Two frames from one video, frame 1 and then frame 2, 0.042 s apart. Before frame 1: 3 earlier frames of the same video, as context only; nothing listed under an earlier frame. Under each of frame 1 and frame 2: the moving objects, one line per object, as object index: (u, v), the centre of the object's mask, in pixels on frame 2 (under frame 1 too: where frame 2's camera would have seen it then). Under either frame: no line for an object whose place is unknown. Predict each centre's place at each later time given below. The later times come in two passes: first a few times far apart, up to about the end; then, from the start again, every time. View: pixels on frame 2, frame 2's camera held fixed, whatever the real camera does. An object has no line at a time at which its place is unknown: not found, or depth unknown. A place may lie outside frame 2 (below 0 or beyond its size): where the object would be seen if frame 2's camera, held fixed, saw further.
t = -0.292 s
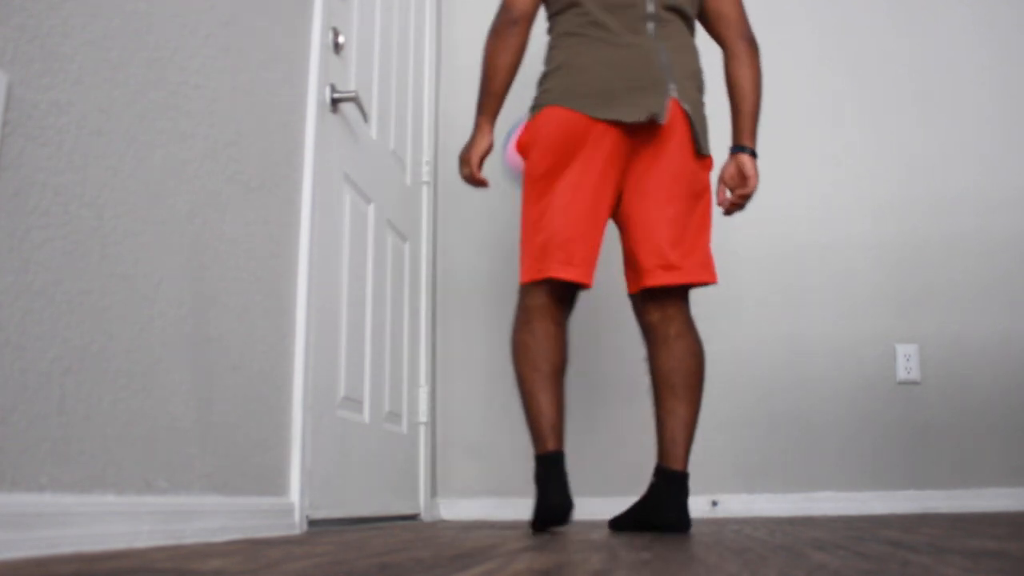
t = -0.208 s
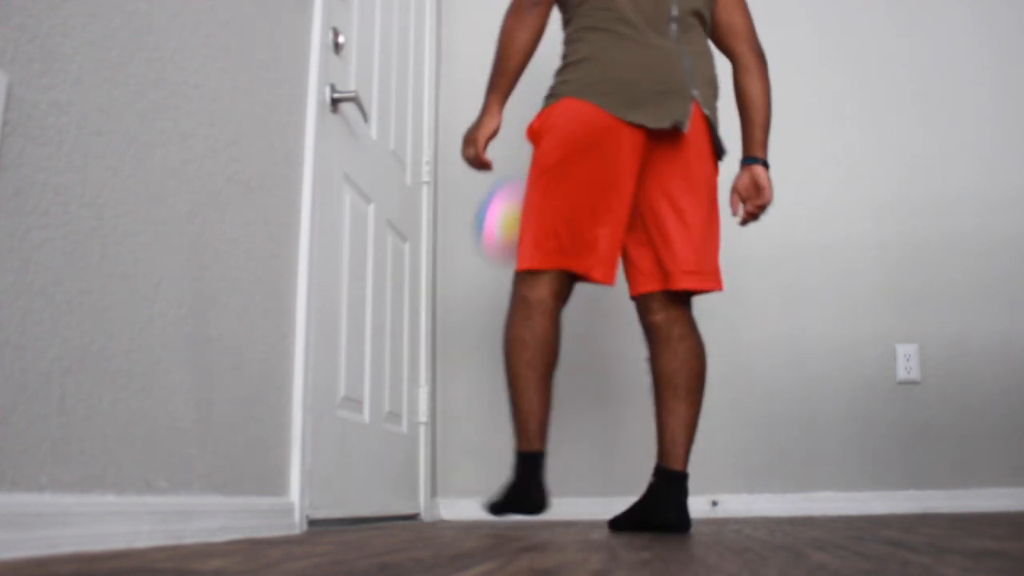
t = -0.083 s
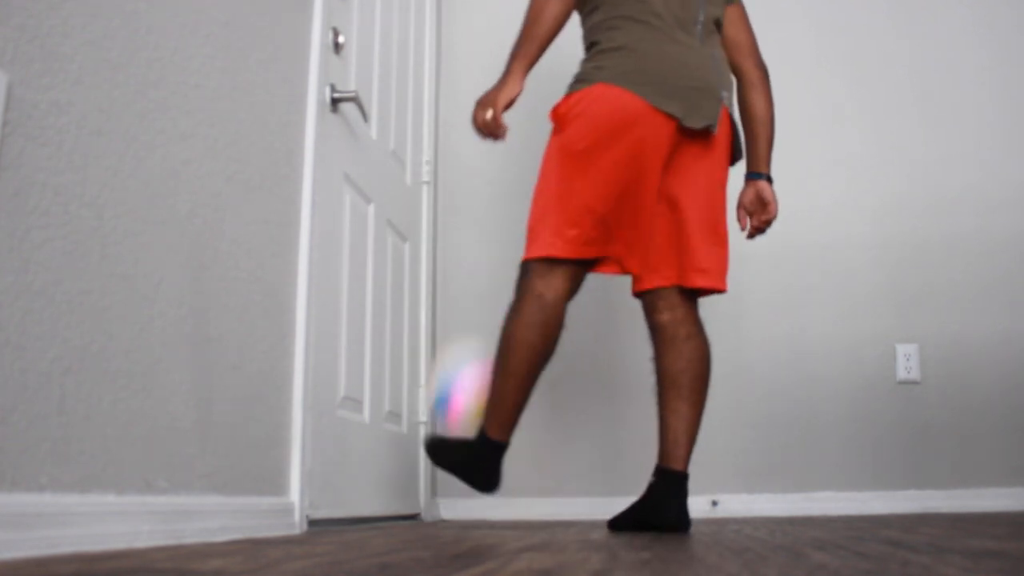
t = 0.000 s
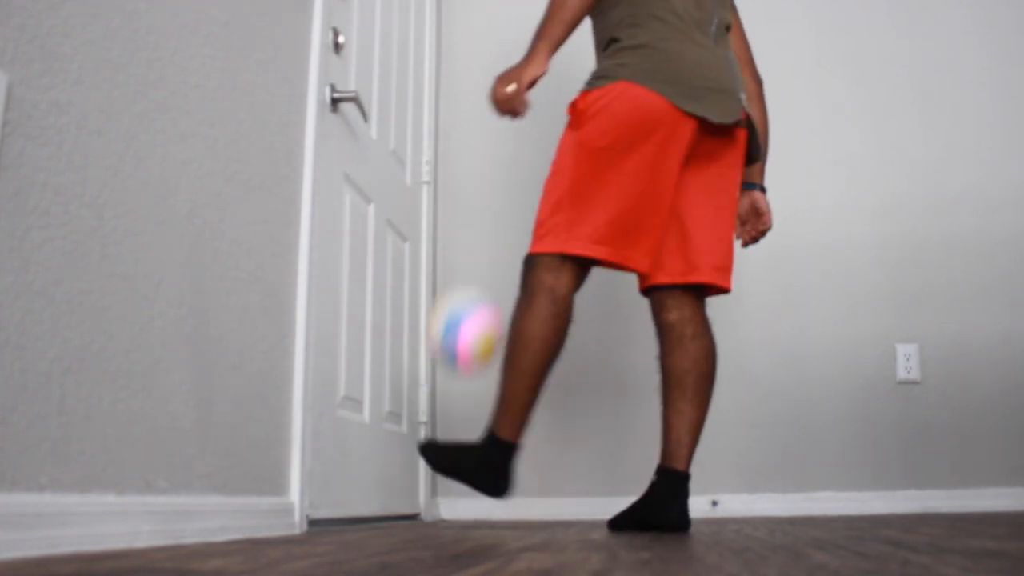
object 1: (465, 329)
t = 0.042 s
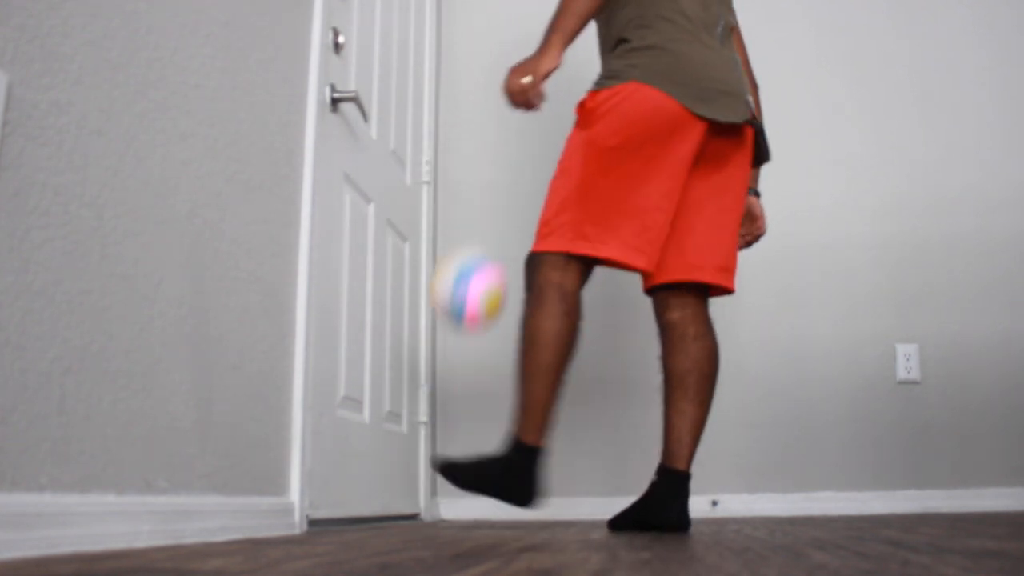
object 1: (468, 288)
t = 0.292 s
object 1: (489, 191)
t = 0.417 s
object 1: (499, 234)
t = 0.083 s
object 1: (471, 255)
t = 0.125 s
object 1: (476, 229)
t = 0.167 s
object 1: (479, 209)
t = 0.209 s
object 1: (482, 197)
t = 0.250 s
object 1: (485, 191)
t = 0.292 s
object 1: (489, 191)
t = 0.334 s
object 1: (492, 198)
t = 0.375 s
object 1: (496, 212)
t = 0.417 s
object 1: (499, 234)
